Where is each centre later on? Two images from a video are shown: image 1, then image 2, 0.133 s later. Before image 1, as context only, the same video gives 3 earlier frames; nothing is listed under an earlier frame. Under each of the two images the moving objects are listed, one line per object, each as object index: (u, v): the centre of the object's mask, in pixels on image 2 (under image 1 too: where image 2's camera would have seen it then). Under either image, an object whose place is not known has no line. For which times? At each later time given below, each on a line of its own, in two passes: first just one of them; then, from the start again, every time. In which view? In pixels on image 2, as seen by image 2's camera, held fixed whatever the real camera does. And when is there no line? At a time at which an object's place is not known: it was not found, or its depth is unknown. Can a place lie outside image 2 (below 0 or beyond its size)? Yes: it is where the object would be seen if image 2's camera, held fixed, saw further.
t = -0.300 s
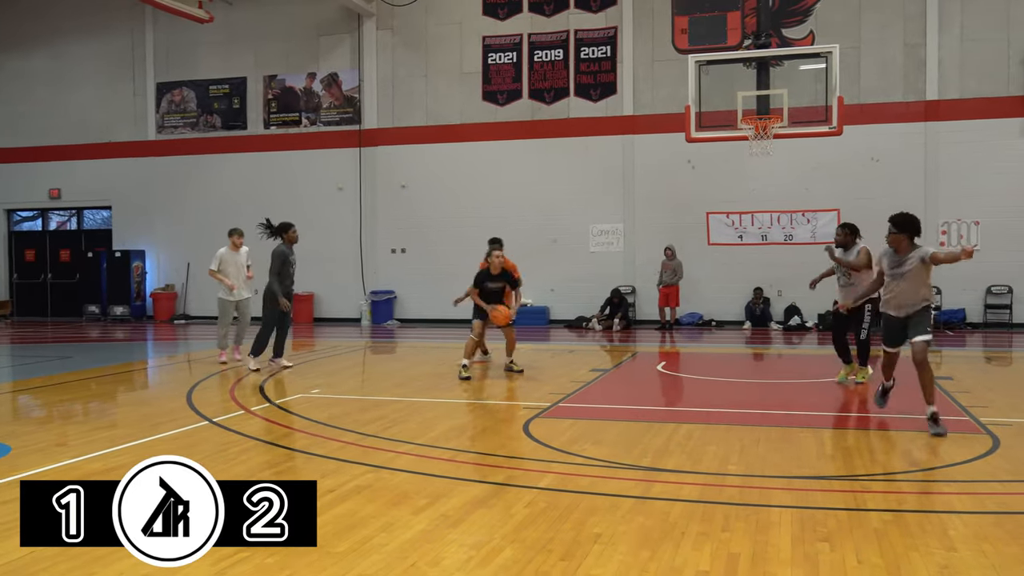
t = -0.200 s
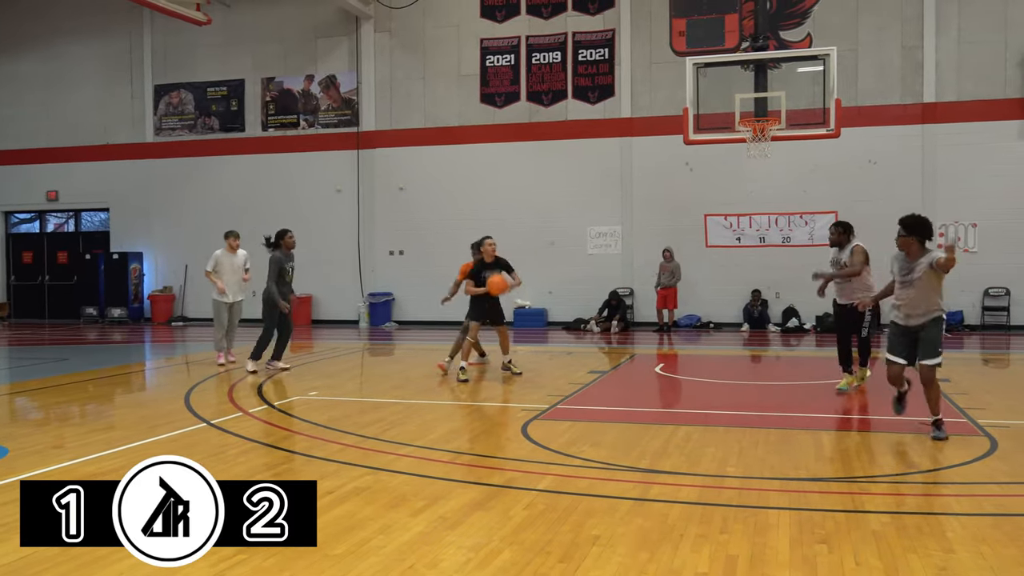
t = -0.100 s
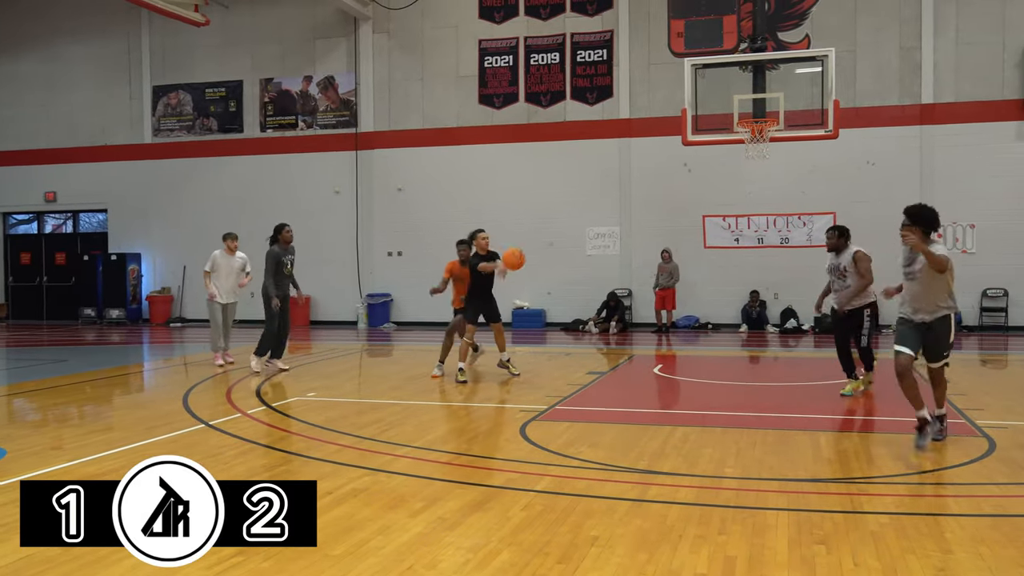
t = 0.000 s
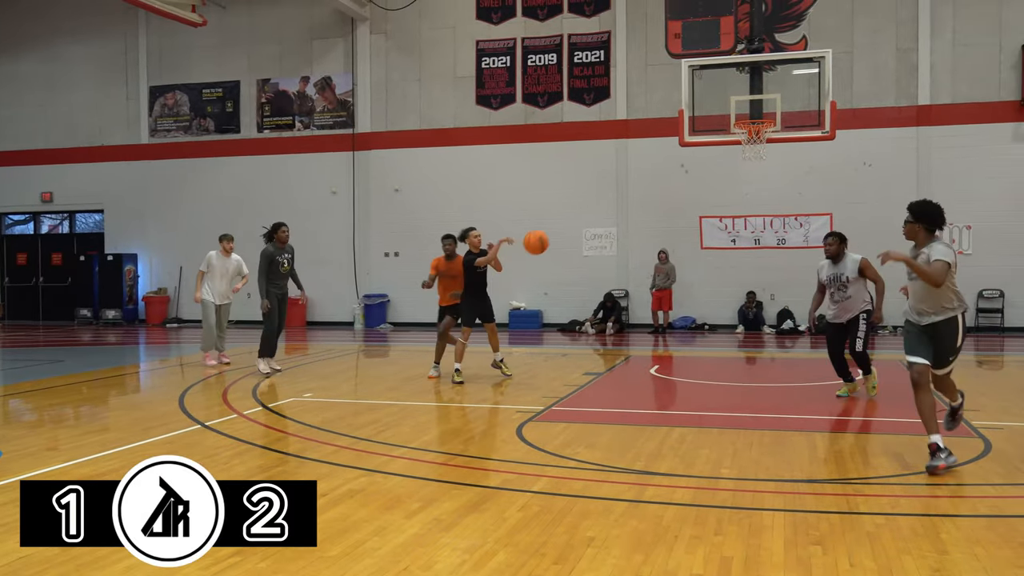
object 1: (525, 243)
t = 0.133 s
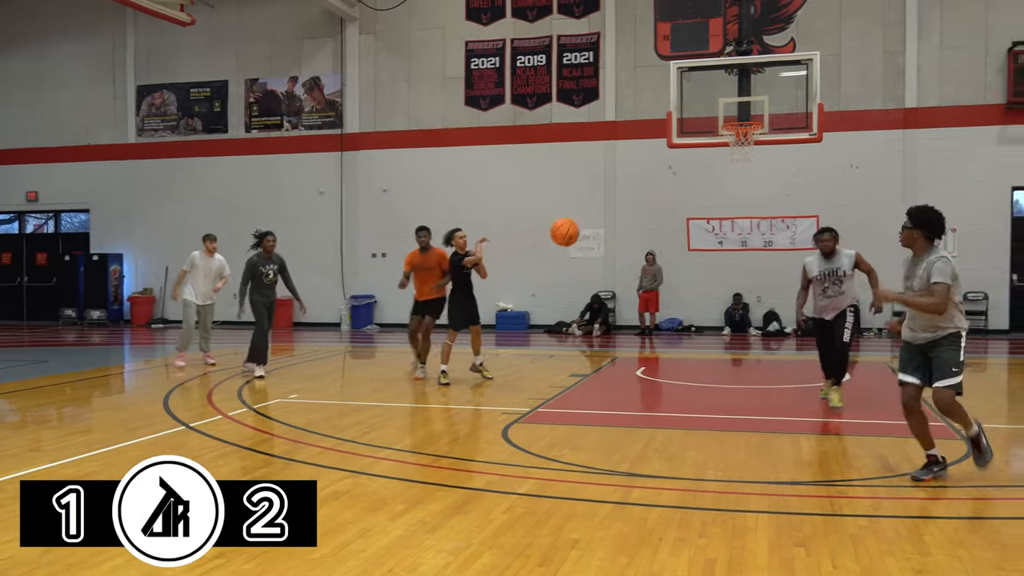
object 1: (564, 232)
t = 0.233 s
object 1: (601, 235)
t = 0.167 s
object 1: (576, 232)
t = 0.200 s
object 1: (588, 234)
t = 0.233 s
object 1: (601, 235)
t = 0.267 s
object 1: (615, 239)
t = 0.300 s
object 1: (630, 244)
